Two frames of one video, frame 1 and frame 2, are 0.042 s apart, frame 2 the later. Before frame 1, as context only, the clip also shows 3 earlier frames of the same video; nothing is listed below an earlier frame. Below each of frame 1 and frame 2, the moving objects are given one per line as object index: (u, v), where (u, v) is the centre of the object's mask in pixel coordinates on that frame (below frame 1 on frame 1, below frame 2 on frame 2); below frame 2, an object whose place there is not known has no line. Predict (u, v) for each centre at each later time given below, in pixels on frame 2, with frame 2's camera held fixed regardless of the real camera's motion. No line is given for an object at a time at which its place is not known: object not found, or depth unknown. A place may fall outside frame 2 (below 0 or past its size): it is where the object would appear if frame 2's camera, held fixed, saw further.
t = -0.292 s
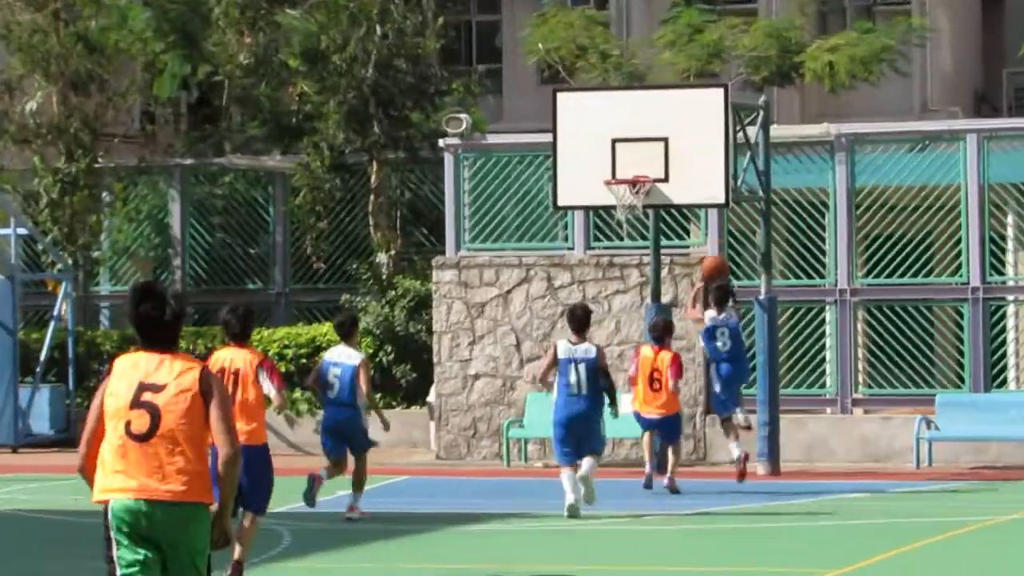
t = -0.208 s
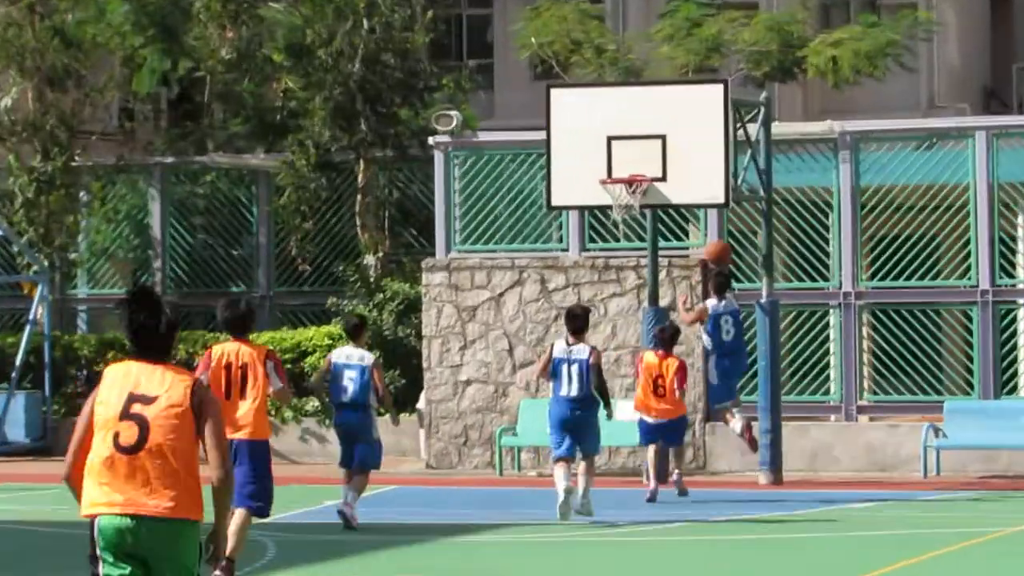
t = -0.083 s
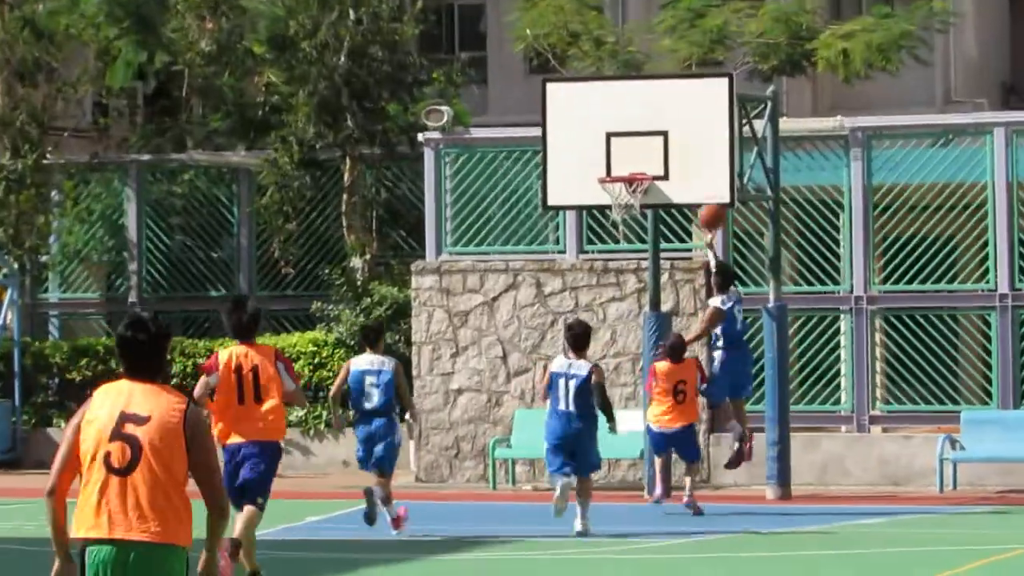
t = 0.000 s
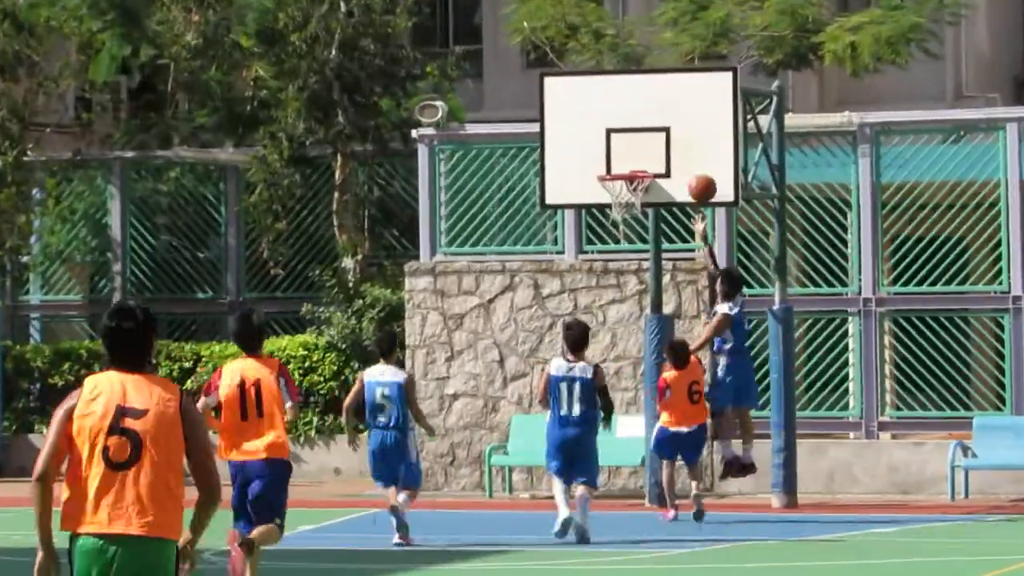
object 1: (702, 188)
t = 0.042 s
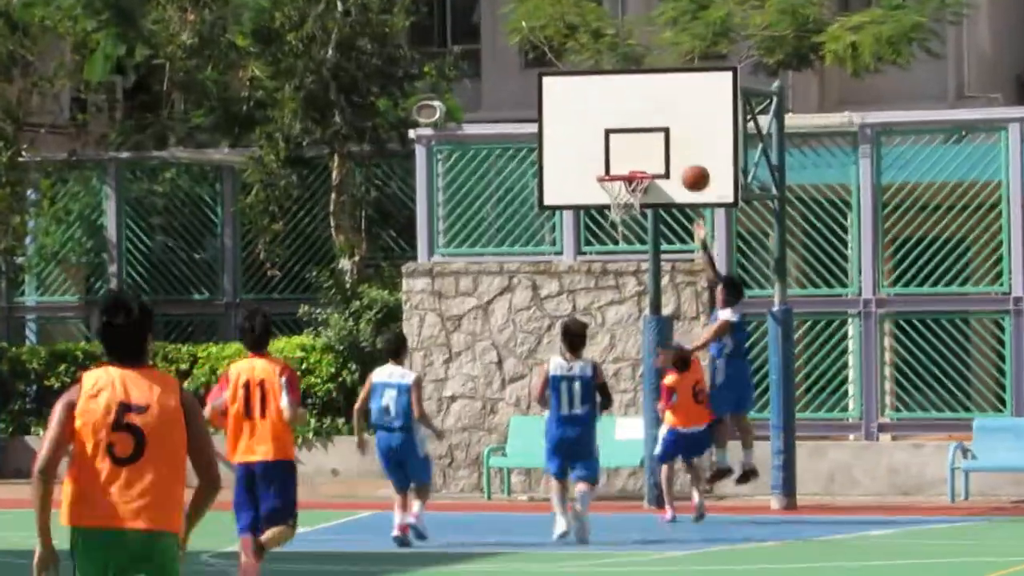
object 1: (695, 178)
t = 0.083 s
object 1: (689, 168)
